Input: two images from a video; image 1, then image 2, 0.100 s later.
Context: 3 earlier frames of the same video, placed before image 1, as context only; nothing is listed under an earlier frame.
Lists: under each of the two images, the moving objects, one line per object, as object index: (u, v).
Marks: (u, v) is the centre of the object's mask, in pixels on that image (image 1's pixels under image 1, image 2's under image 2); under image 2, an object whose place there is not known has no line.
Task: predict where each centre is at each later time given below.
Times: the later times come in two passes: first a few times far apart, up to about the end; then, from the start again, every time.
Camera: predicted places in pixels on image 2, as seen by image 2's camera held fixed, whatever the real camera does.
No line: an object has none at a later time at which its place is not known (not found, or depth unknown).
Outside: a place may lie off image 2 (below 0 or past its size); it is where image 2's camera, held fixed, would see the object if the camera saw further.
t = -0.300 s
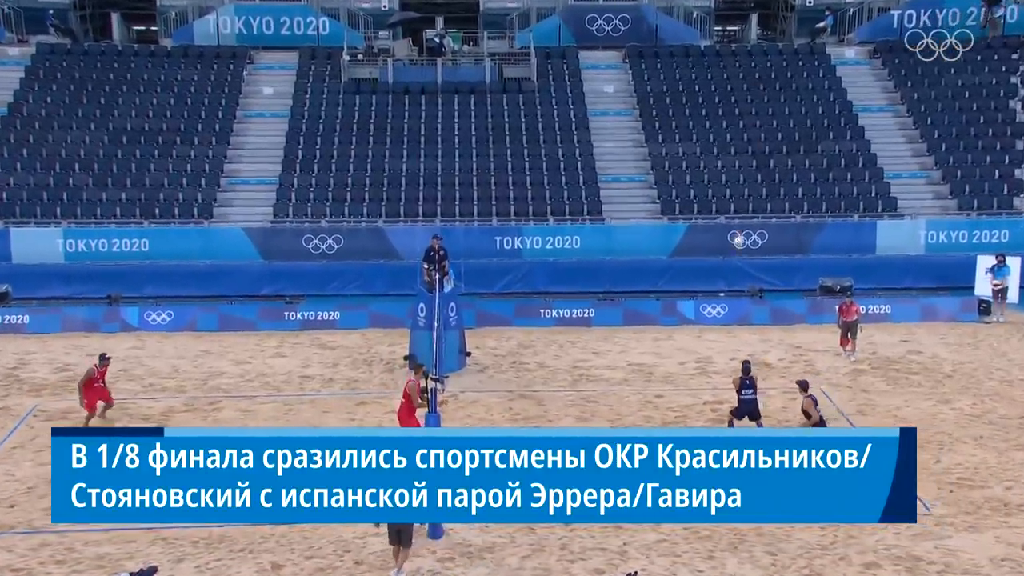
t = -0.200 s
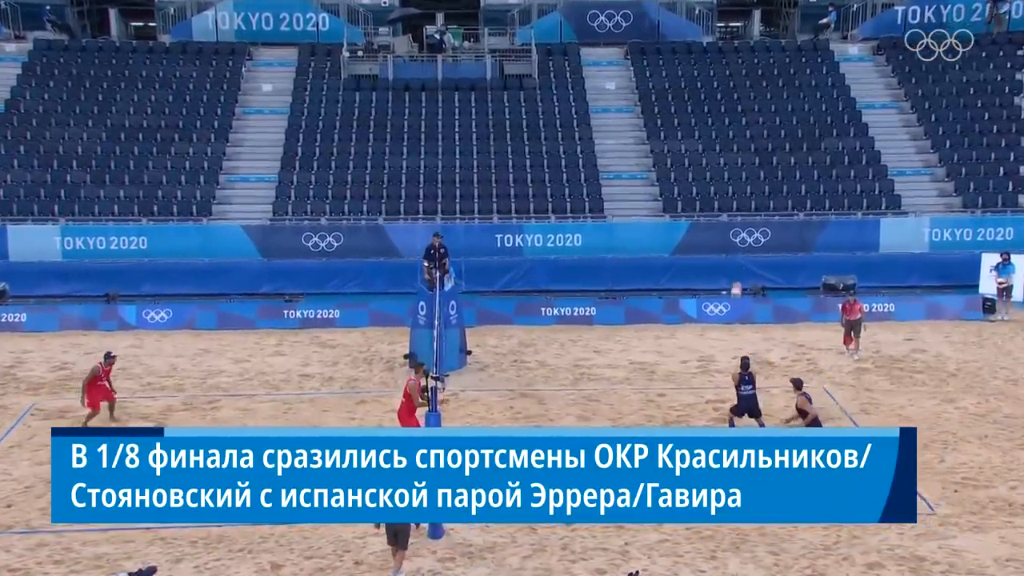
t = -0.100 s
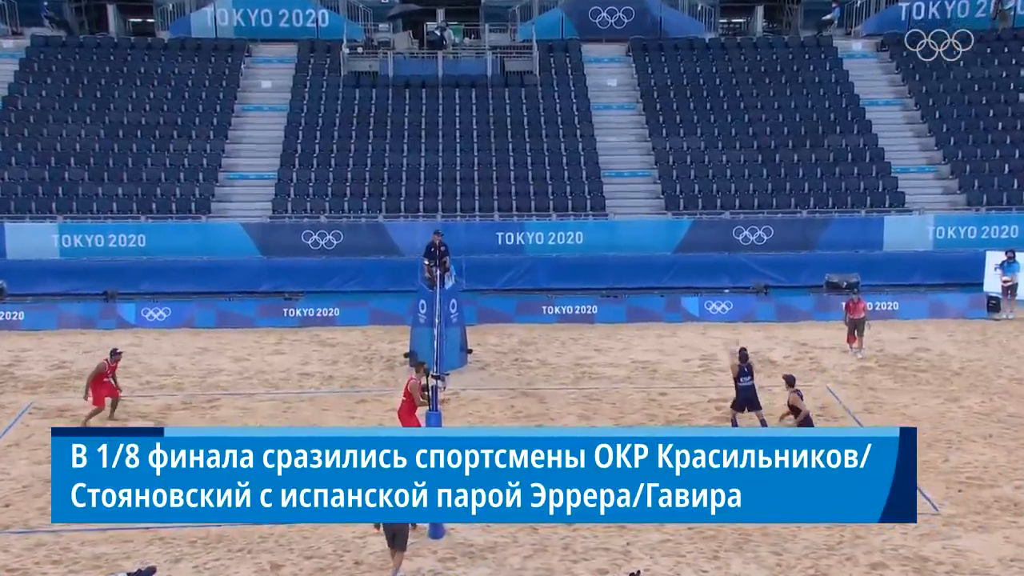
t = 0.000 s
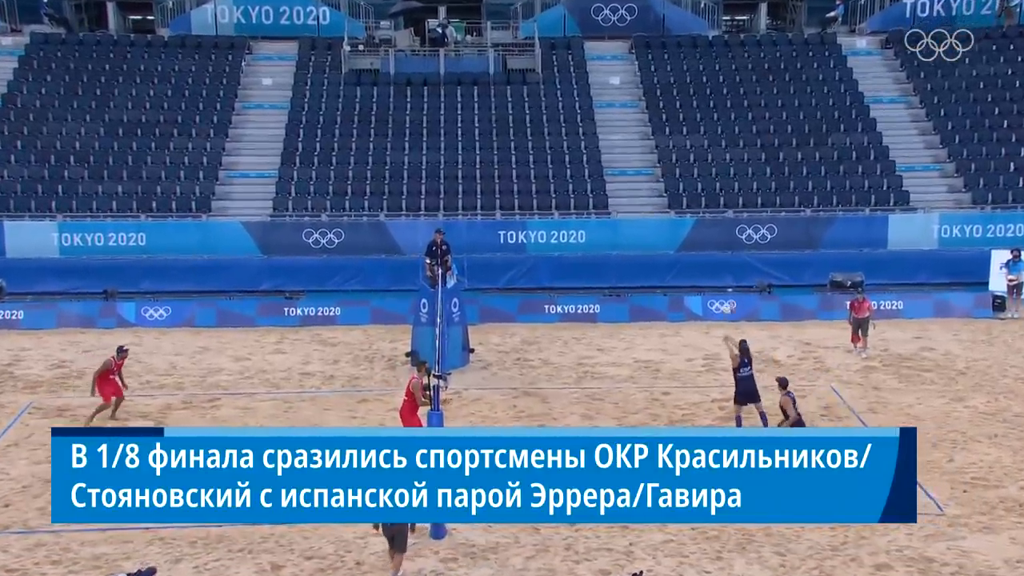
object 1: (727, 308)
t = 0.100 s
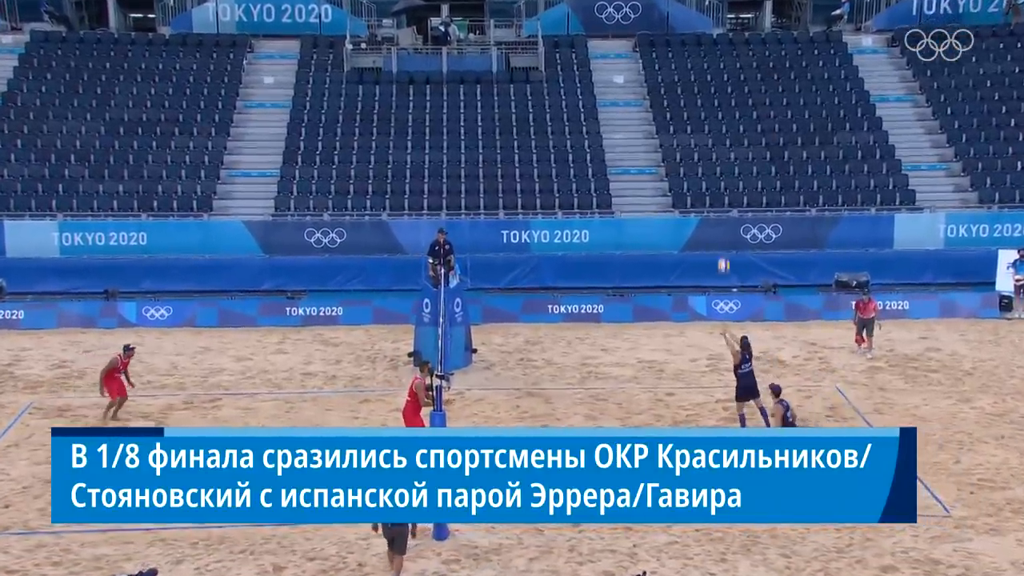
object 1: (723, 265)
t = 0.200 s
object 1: (715, 227)
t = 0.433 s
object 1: (699, 161)
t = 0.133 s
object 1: (721, 252)
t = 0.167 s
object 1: (718, 239)
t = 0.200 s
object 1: (715, 227)
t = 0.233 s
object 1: (712, 216)
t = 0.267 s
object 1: (710, 205)
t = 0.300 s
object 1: (708, 195)
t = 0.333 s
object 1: (705, 185)
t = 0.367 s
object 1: (703, 176)
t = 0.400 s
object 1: (701, 168)
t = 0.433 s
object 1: (699, 161)
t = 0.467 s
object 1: (696, 153)
